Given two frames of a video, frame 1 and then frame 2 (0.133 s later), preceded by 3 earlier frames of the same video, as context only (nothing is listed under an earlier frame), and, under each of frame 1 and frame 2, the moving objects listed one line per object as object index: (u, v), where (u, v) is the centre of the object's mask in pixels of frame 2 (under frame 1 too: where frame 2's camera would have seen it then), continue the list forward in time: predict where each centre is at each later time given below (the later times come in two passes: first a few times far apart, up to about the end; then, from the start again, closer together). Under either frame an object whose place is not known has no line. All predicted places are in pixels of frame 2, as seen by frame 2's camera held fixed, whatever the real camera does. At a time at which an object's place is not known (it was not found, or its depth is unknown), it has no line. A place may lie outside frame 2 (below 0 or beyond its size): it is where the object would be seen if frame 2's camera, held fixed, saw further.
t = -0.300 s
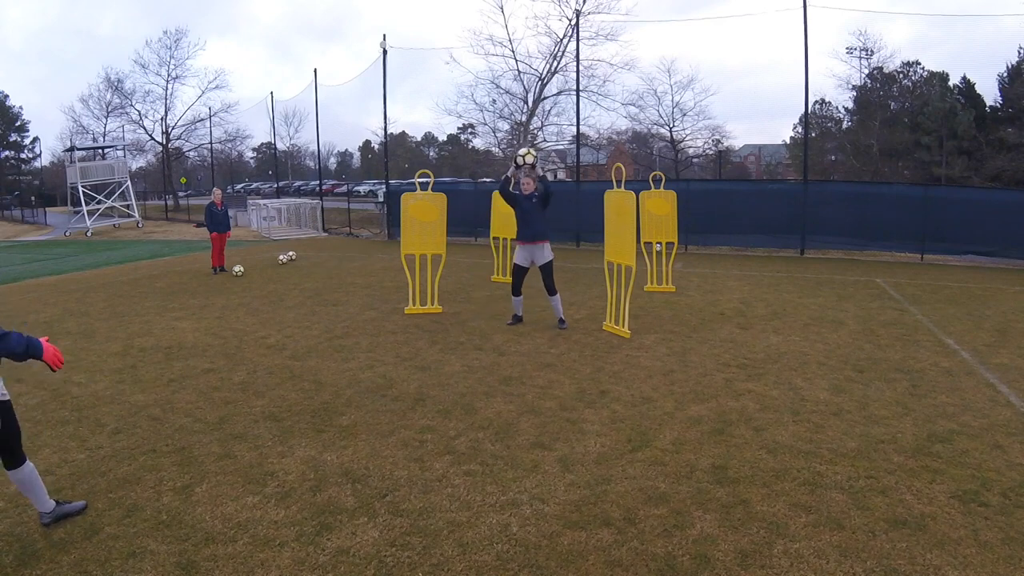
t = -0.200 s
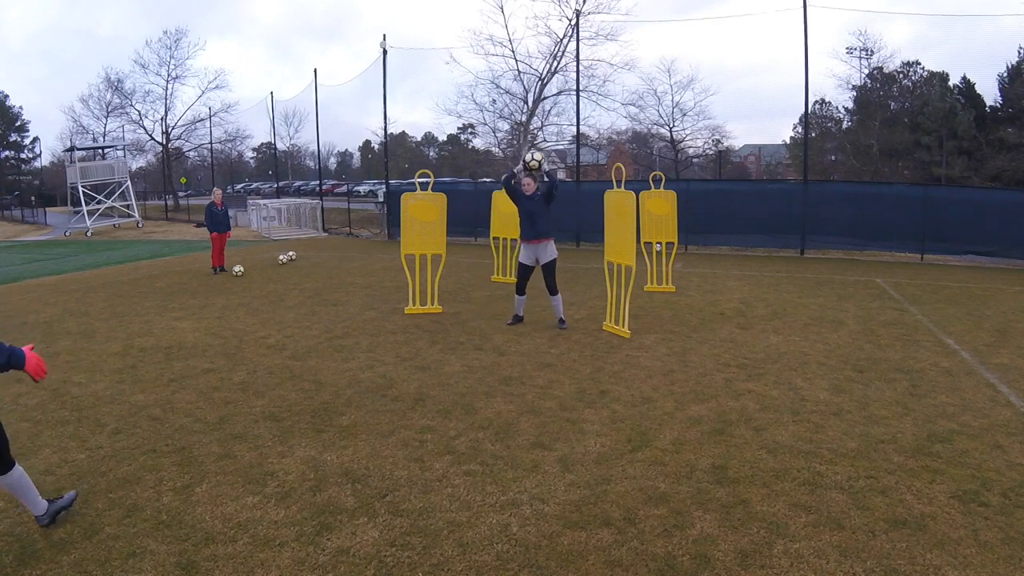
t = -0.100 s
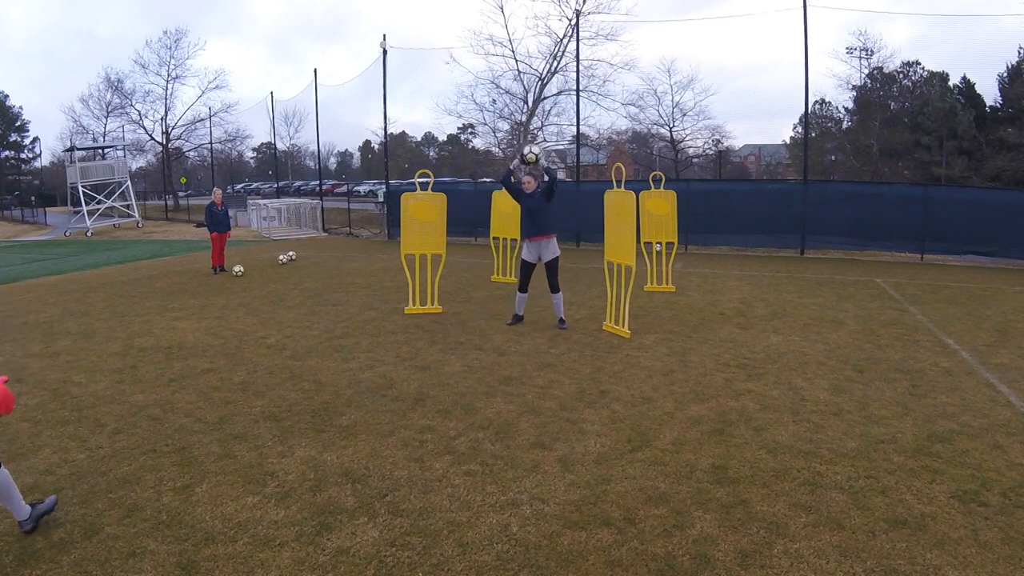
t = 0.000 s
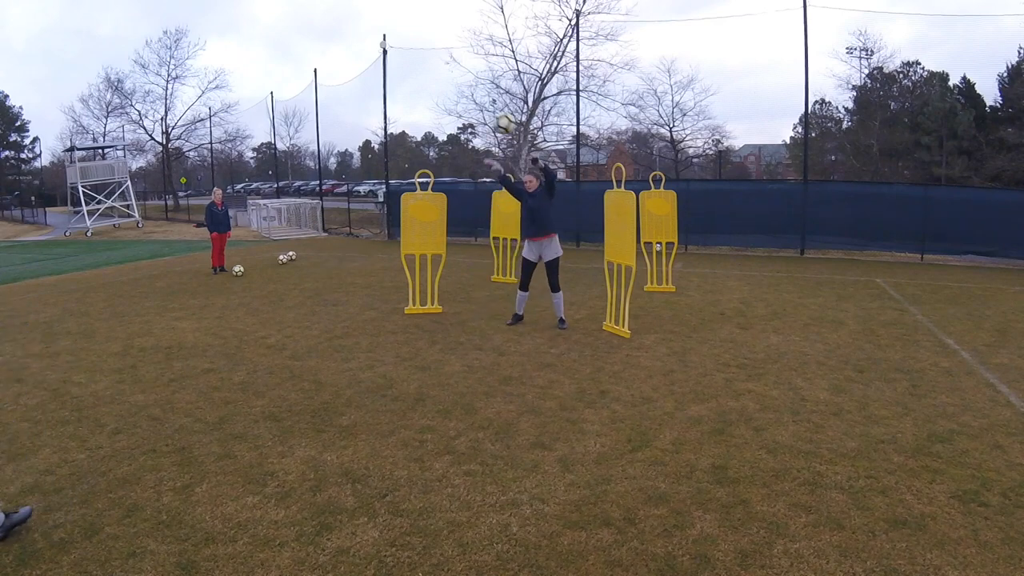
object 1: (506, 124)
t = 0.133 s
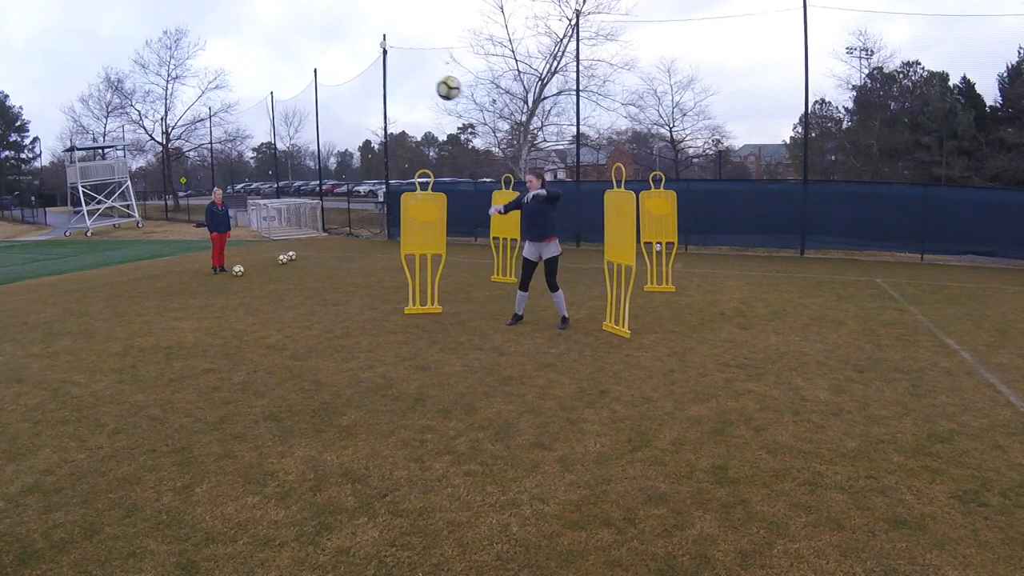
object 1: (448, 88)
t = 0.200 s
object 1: (414, 75)
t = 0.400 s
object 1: (275, 65)
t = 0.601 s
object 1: (52, 143)
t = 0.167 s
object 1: (432, 81)
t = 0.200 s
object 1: (414, 75)
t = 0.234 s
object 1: (395, 69)
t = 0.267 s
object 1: (375, 65)
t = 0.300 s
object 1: (353, 63)
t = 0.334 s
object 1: (329, 62)
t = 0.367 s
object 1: (303, 63)
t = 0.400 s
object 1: (275, 65)
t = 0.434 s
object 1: (244, 70)
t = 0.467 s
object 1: (211, 77)
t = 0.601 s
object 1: (52, 143)
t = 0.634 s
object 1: (14, 171)
